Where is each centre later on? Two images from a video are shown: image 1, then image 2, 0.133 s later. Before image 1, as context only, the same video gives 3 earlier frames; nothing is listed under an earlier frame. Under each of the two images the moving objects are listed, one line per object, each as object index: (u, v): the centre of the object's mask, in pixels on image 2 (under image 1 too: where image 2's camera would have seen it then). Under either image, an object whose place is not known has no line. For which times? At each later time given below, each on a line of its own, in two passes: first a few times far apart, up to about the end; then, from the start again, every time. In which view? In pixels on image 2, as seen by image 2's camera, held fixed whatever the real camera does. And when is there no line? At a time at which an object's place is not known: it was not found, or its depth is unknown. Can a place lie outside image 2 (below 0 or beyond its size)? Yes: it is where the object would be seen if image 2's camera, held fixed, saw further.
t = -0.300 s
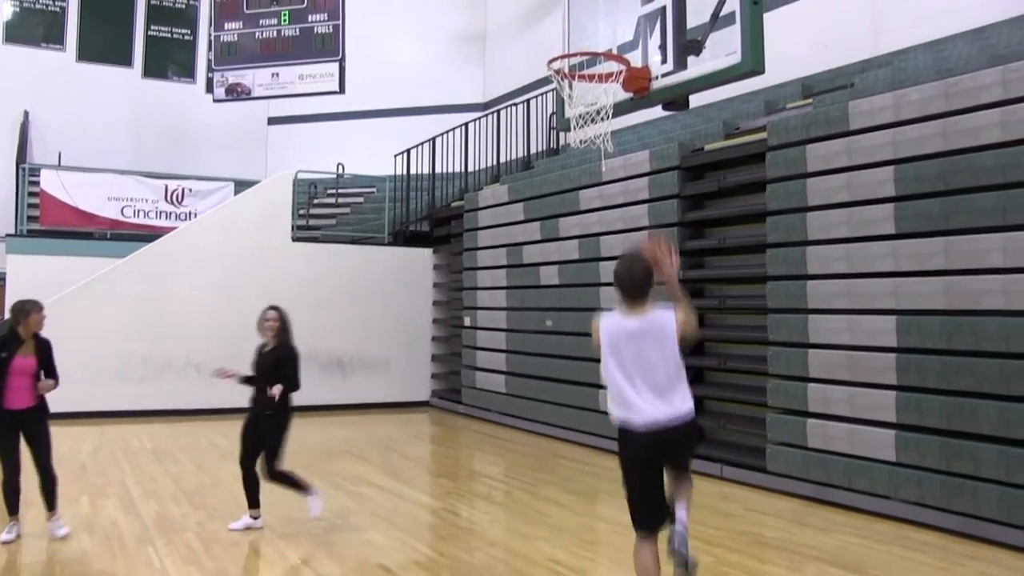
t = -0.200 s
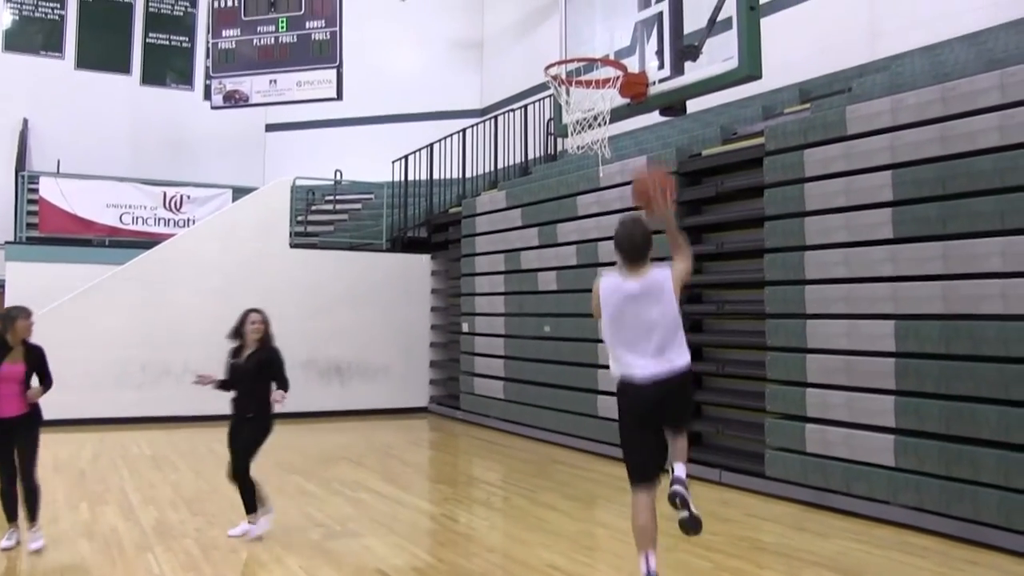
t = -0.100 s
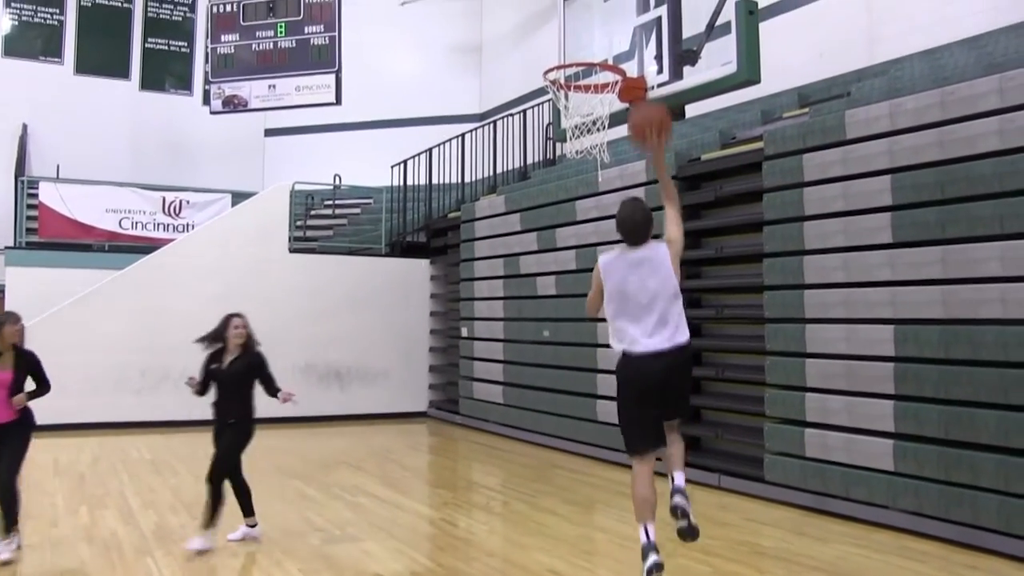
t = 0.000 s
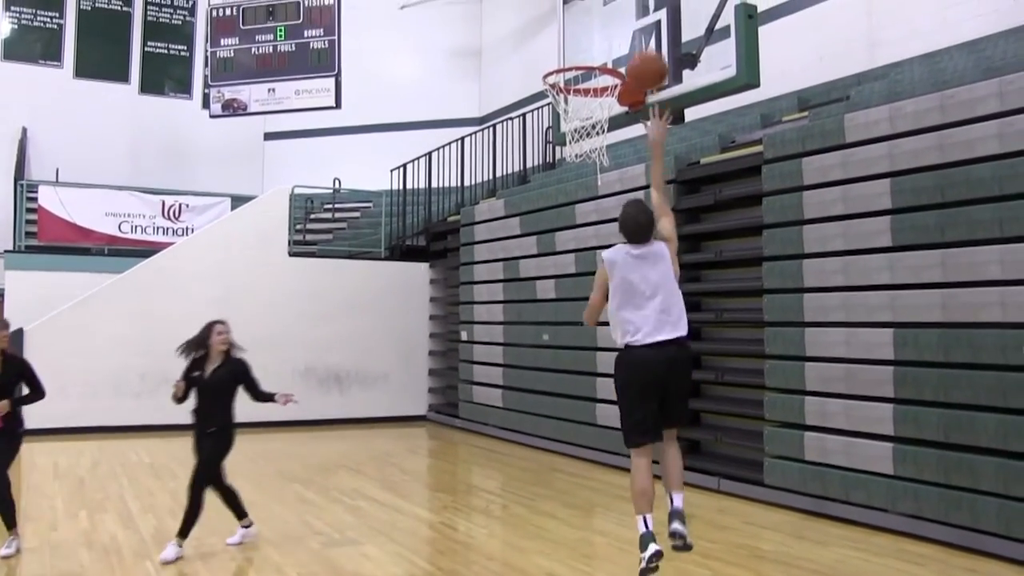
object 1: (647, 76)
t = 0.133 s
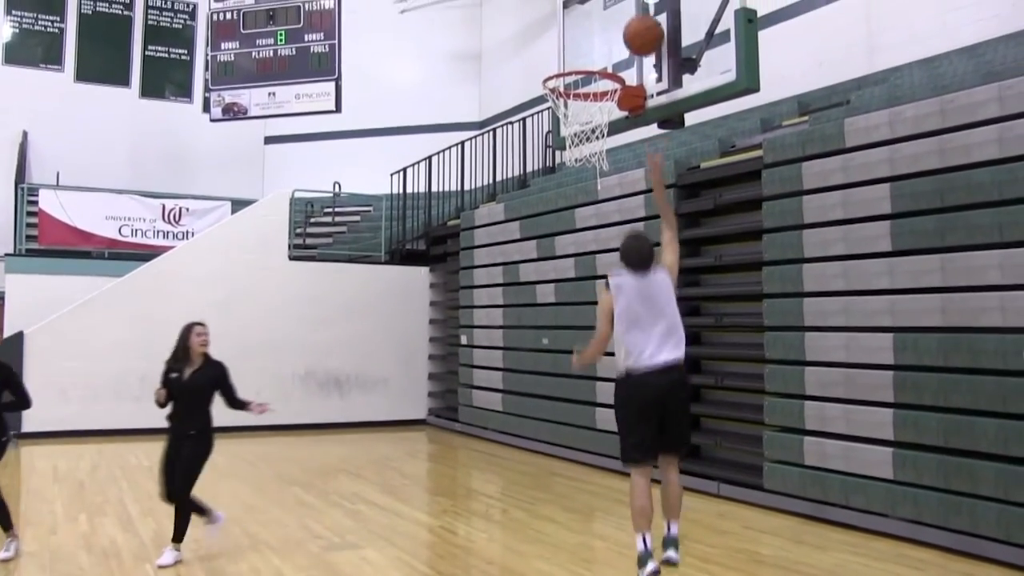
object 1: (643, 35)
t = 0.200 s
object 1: (636, 28)
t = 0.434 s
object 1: (584, 62)
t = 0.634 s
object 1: (552, 141)
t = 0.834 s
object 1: (551, 233)
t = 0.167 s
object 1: (642, 31)
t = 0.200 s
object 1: (636, 28)
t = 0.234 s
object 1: (628, 28)
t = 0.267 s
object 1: (621, 30)
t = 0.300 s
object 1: (613, 33)
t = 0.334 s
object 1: (606, 38)
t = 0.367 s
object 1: (599, 45)
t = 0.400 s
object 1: (592, 52)
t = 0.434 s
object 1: (584, 62)
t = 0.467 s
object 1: (577, 75)
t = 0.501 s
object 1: (567, 92)
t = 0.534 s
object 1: (562, 106)
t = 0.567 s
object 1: (558, 119)
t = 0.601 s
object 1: (555, 128)
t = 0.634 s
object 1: (552, 141)
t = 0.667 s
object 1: (554, 148)
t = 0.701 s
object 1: (554, 162)
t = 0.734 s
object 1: (553, 177)
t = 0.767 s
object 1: (552, 192)
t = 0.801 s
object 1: (552, 210)
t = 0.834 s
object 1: (551, 233)
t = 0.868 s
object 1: (550, 256)
